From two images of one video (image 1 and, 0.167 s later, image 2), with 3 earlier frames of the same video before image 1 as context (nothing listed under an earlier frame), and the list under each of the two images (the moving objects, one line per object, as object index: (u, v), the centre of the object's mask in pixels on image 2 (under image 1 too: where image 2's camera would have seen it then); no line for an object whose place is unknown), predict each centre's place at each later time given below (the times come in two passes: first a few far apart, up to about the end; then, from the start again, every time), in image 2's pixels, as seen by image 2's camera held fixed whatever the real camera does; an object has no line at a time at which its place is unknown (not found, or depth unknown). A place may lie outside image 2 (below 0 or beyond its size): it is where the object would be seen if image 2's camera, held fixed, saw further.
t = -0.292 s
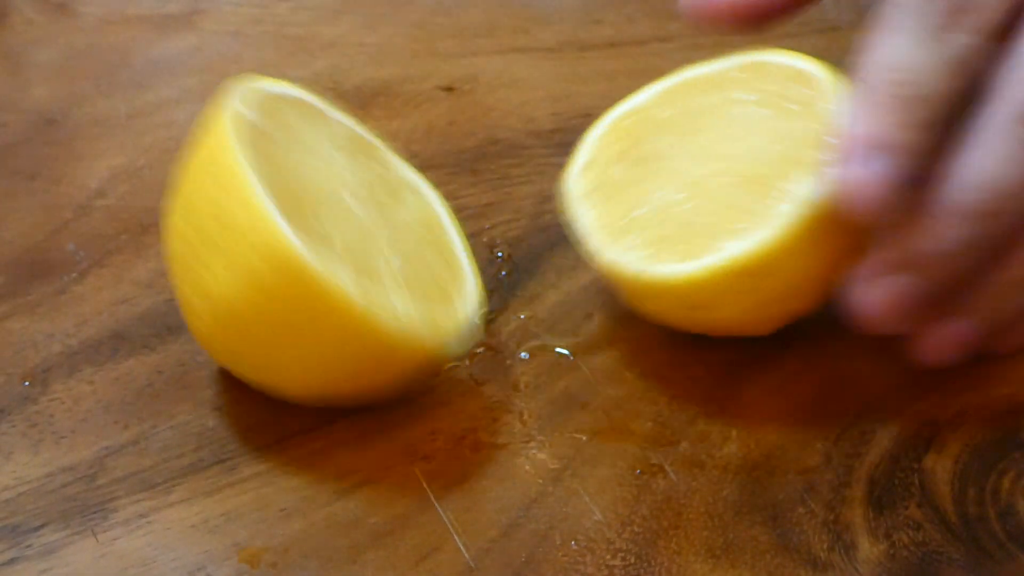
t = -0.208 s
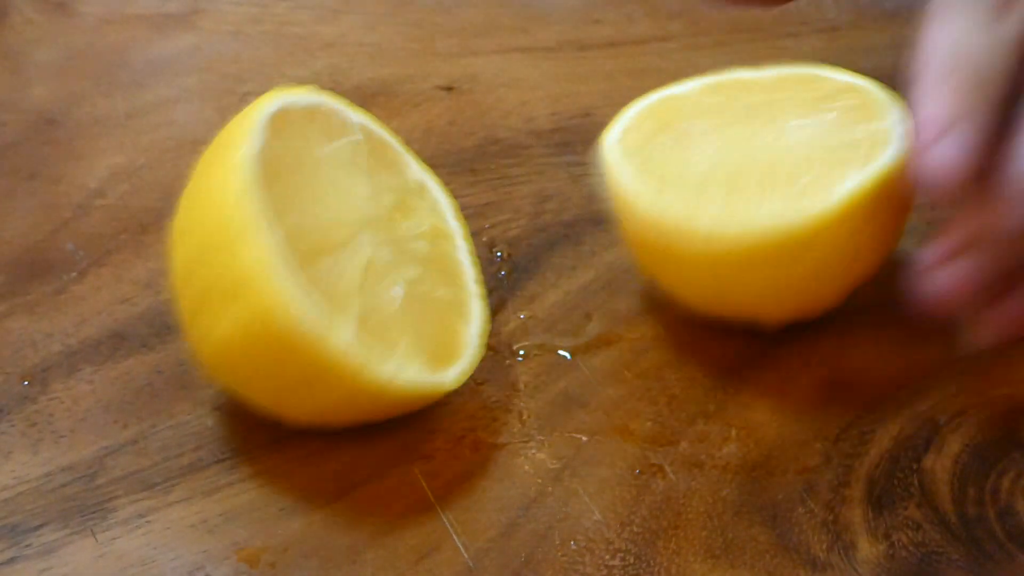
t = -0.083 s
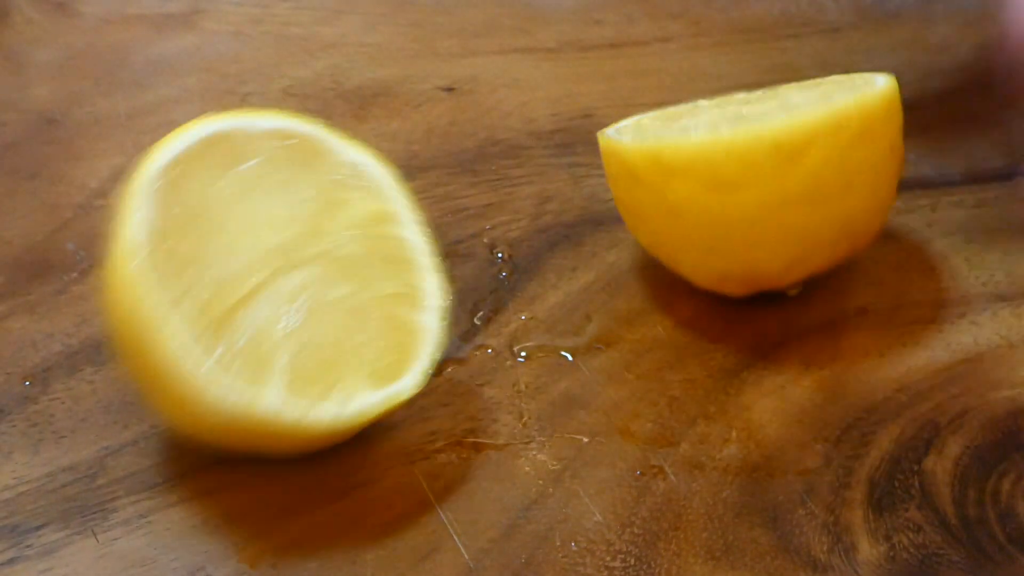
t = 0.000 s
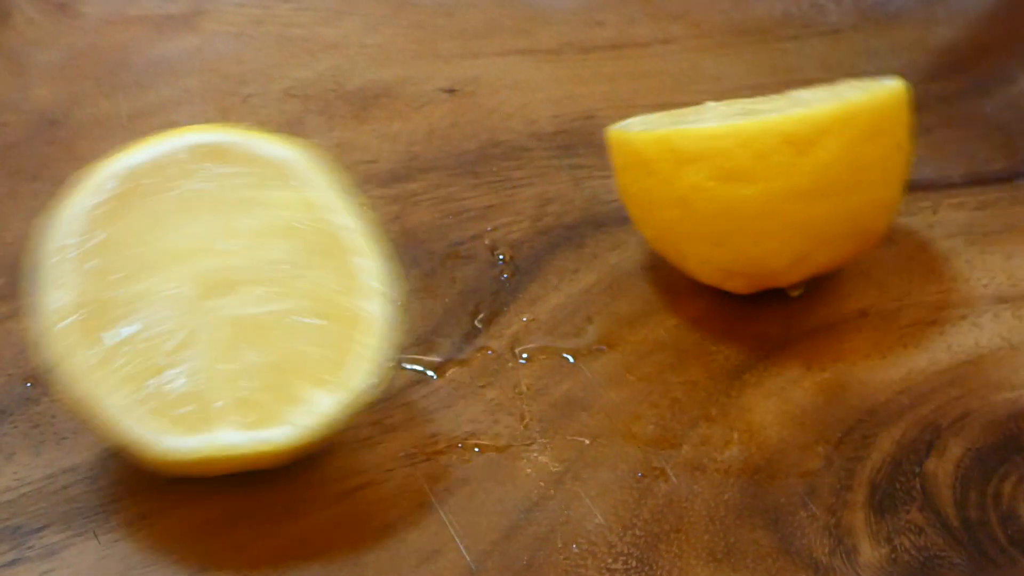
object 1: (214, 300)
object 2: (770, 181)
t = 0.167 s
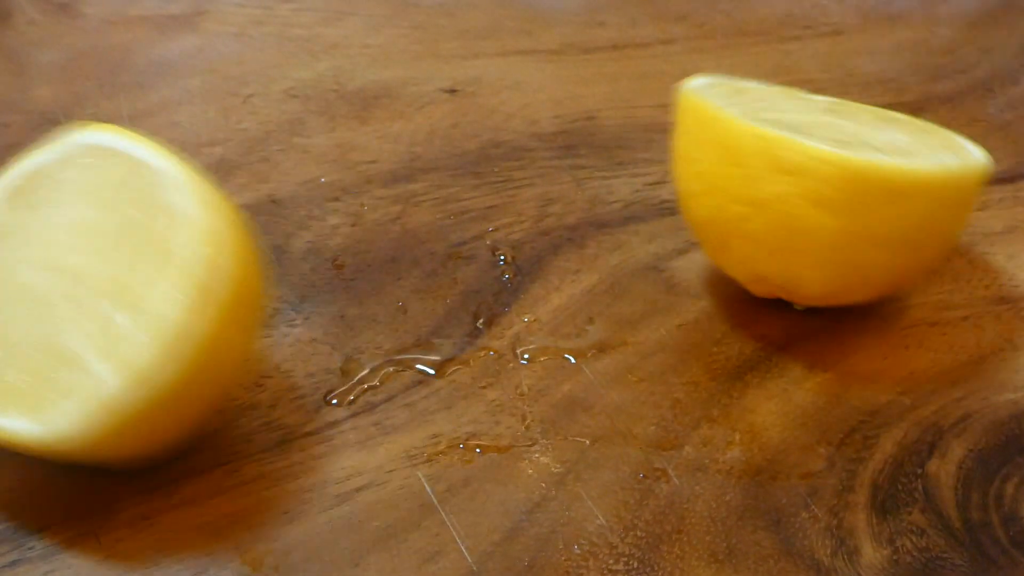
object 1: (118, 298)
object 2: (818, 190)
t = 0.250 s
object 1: (105, 281)
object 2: (837, 194)
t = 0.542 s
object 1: (118, 306)
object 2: (830, 193)
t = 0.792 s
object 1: (130, 295)
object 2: (836, 194)
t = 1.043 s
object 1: (126, 295)
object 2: (836, 194)
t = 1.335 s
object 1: (121, 295)
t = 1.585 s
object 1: (118, 296)
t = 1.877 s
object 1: (115, 296)
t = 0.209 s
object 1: (107, 286)
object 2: (827, 191)
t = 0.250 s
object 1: (105, 281)
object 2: (837, 194)
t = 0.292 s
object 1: (111, 281)
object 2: (843, 196)
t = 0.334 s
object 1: (125, 286)
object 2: (846, 197)
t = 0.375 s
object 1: (128, 303)
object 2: (846, 197)
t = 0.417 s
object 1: (129, 312)
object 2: (845, 197)
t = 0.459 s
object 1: (126, 316)
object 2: (842, 196)
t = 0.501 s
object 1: (120, 314)
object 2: (836, 194)
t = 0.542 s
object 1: (118, 306)
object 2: (830, 193)
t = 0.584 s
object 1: (123, 293)
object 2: (828, 192)
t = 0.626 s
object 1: (125, 289)
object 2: (827, 192)
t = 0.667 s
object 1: (122, 292)
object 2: (827, 192)
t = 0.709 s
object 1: (125, 291)
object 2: (828, 192)
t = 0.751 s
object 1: (127, 294)
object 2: (830, 192)
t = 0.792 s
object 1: (130, 295)
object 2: (836, 194)
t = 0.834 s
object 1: (130, 295)
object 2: (841, 196)
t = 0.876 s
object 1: (127, 295)
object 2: (842, 196)
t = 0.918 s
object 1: (125, 293)
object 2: (841, 196)
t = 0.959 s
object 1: (125, 293)
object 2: (837, 195)
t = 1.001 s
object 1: (126, 295)
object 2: (834, 194)
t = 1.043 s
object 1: (126, 295)
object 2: (836, 194)
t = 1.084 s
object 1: (124, 295)
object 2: (839, 195)
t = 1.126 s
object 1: (123, 295)
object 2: (840, 196)
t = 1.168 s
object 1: (123, 295)
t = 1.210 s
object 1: (122, 295)
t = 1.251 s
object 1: (122, 295)
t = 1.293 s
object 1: (122, 295)
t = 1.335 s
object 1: (121, 295)
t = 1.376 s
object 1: (120, 295)
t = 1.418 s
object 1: (120, 295)
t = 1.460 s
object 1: (120, 295)
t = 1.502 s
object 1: (119, 296)
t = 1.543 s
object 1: (119, 296)
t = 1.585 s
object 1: (118, 296)
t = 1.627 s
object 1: (118, 296)
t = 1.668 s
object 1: (117, 296)
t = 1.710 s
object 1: (117, 296)
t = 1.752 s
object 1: (117, 296)
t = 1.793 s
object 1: (116, 296)
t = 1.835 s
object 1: (116, 296)
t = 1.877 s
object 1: (115, 296)
